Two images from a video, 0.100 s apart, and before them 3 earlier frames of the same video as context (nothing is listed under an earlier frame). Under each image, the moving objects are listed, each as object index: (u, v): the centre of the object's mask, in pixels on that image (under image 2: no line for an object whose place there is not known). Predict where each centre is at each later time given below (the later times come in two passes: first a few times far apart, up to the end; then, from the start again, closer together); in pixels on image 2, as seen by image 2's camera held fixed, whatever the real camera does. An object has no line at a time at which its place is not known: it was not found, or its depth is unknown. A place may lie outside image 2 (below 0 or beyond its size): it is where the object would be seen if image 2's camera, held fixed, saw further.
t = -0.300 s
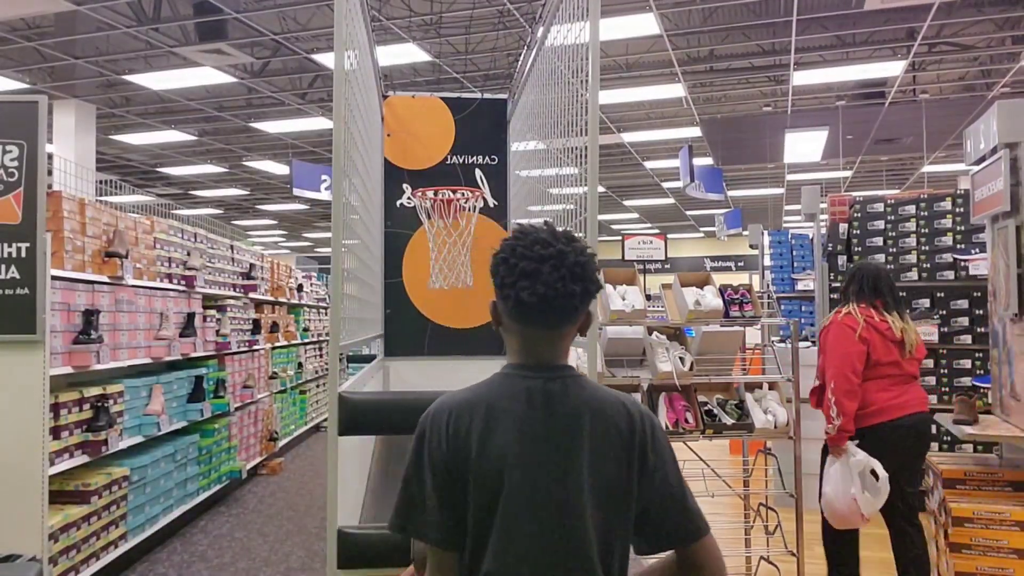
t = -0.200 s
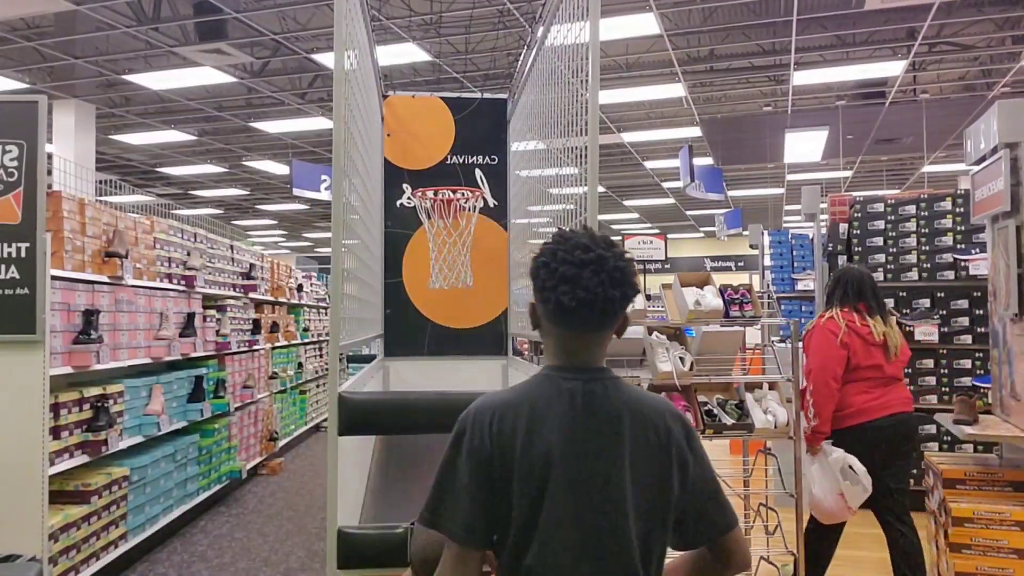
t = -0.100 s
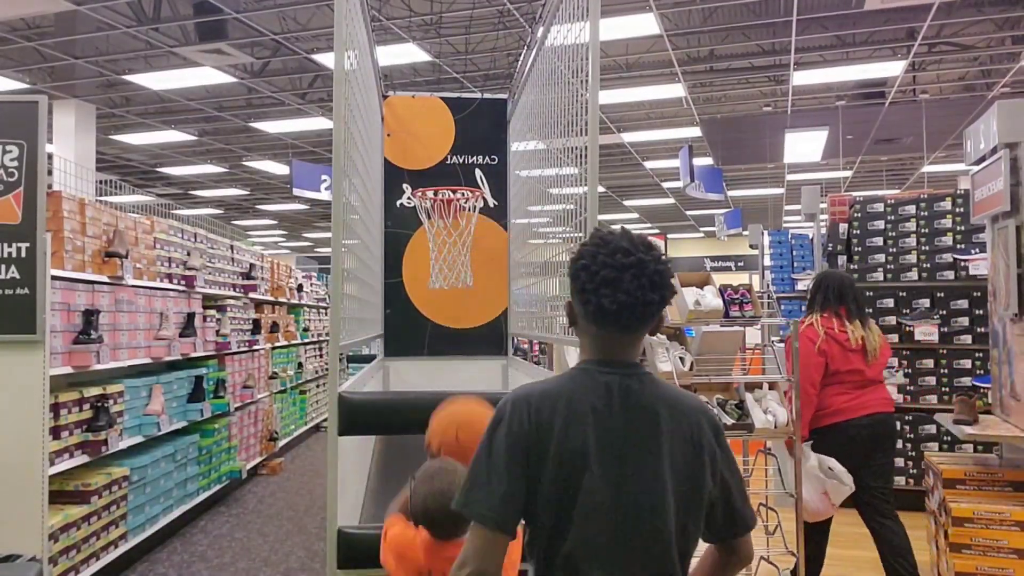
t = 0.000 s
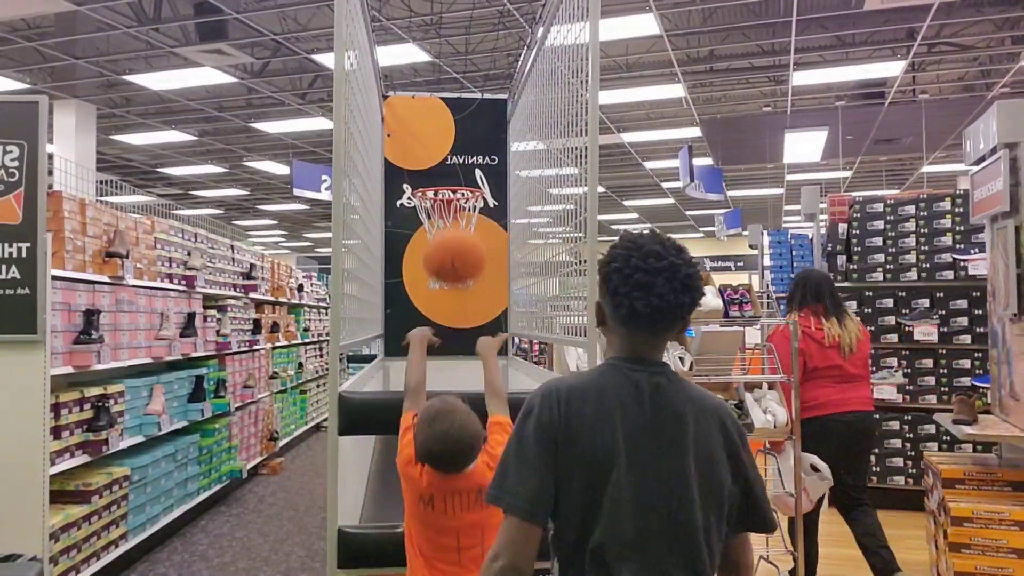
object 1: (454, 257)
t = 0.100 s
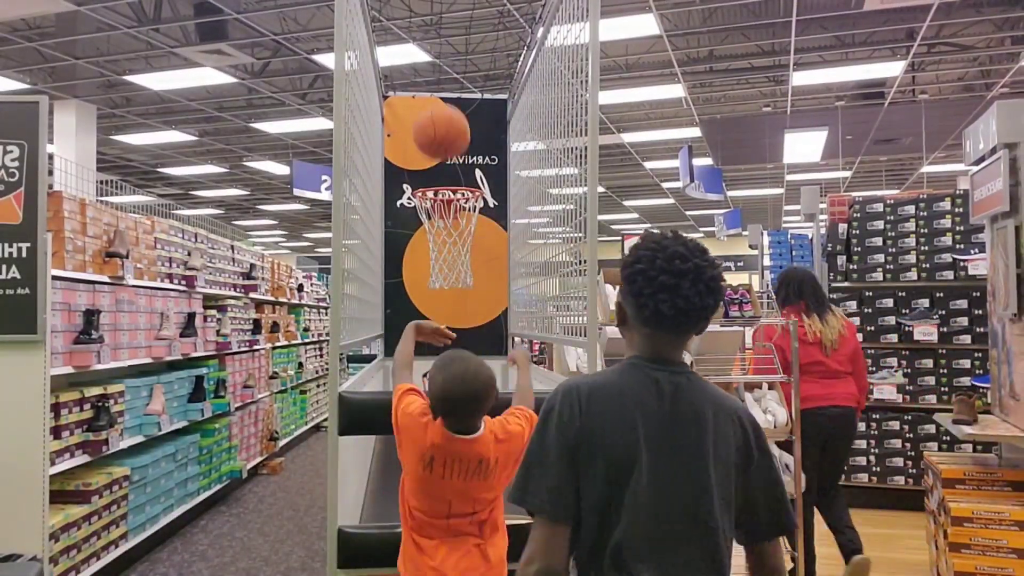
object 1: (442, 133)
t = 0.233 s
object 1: (427, 45)
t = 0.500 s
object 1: (409, 35)
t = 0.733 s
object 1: (405, 148)
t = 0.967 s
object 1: (397, 175)
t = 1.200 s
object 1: (398, 186)
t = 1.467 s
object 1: (398, 215)
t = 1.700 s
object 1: (401, 336)
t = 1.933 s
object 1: (406, 374)
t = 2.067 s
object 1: (411, 380)
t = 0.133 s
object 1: (437, 103)
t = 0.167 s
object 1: (434, 79)
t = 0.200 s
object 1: (430, 60)
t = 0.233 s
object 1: (427, 45)
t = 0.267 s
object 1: (424, 33)
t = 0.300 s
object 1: (421, 25)
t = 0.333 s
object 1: (418, 21)
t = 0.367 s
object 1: (416, 20)
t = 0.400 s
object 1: (414, 20)
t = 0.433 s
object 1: (412, 21)
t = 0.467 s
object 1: (410, 27)
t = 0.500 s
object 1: (409, 35)
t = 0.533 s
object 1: (408, 45)
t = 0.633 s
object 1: (406, 88)
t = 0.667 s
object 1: (405, 106)
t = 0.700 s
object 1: (405, 127)
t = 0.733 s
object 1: (405, 148)
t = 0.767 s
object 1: (403, 169)
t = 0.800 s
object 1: (398, 183)
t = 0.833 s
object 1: (399, 182)
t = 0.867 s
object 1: (401, 179)
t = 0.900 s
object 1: (399, 176)
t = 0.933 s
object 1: (398, 175)
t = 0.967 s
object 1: (397, 175)
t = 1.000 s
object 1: (398, 178)
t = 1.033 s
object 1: (399, 183)
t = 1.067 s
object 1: (397, 184)
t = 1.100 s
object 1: (397, 184)
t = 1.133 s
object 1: (398, 184)
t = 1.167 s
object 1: (396, 185)
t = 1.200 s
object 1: (398, 186)
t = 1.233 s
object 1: (396, 187)
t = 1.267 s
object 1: (396, 188)
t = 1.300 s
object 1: (396, 190)
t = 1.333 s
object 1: (396, 192)
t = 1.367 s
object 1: (396, 194)
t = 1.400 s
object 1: (397, 199)
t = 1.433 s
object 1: (397, 206)
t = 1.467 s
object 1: (398, 215)
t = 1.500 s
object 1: (398, 226)
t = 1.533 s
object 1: (398, 239)
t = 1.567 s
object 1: (399, 254)
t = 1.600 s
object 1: (399, 271)
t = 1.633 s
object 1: (400, 291)
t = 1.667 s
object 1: (400, 313)
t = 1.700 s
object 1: (401, 336)
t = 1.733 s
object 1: (402, 361)
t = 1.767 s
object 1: (402, 383)
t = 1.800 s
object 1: (403, 386)
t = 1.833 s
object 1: (404, 383)
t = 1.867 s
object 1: (404, 379)
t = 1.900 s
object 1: (405, 377)
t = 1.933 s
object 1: (406, 374)
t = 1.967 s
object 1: (407, 374)
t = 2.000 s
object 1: (408, 374)
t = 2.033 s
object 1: (410, 377)
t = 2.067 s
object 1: (411, 380)
